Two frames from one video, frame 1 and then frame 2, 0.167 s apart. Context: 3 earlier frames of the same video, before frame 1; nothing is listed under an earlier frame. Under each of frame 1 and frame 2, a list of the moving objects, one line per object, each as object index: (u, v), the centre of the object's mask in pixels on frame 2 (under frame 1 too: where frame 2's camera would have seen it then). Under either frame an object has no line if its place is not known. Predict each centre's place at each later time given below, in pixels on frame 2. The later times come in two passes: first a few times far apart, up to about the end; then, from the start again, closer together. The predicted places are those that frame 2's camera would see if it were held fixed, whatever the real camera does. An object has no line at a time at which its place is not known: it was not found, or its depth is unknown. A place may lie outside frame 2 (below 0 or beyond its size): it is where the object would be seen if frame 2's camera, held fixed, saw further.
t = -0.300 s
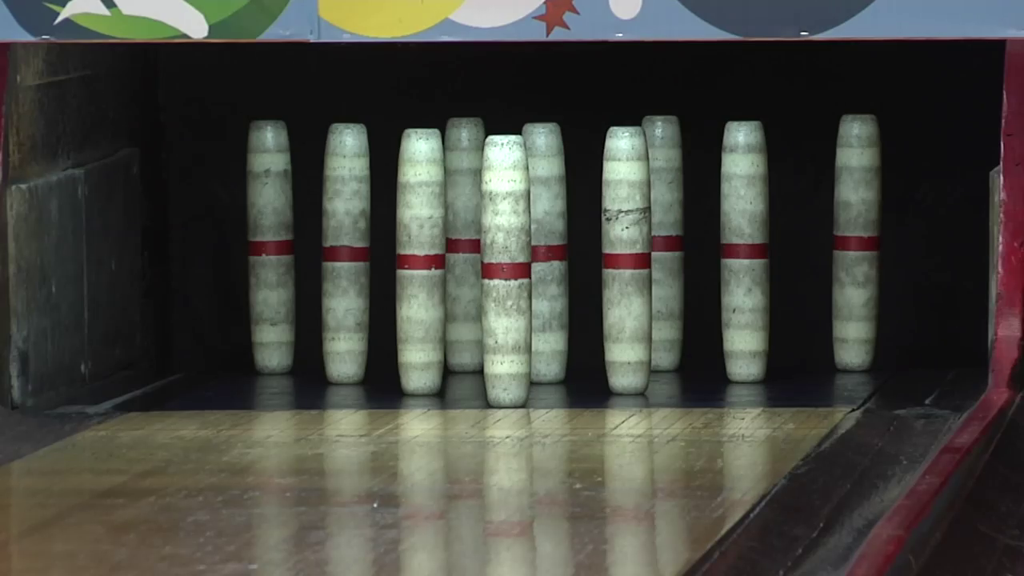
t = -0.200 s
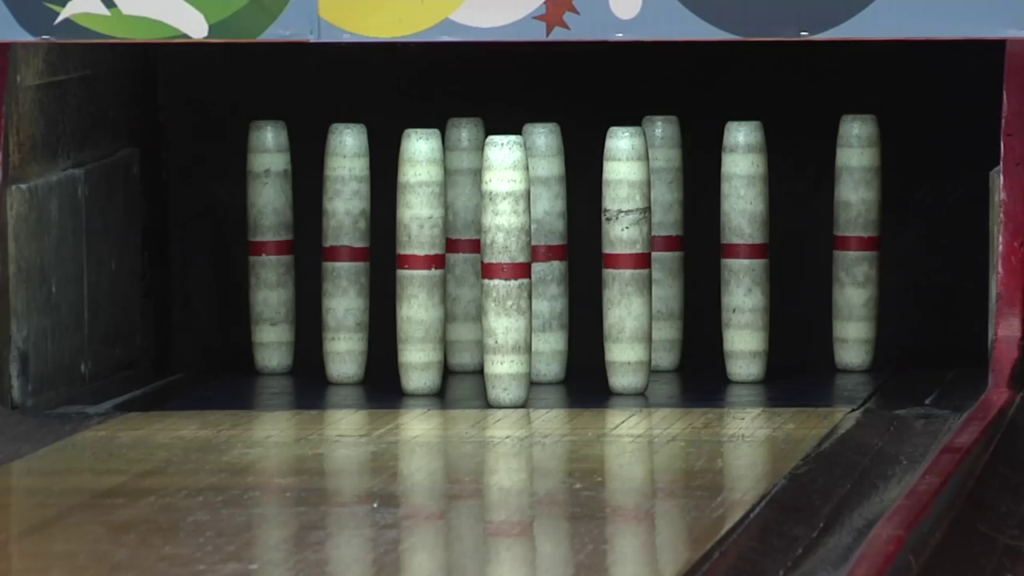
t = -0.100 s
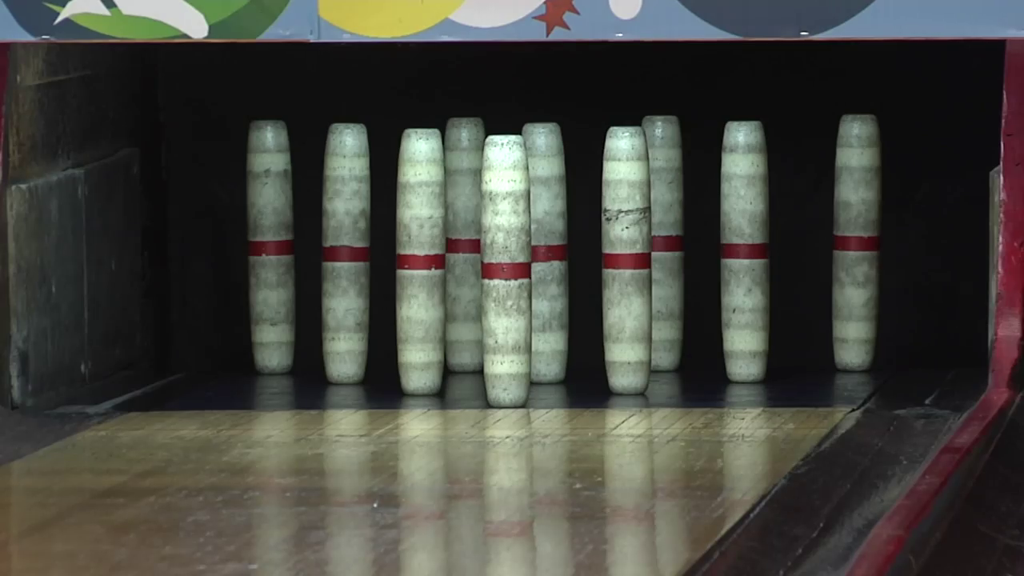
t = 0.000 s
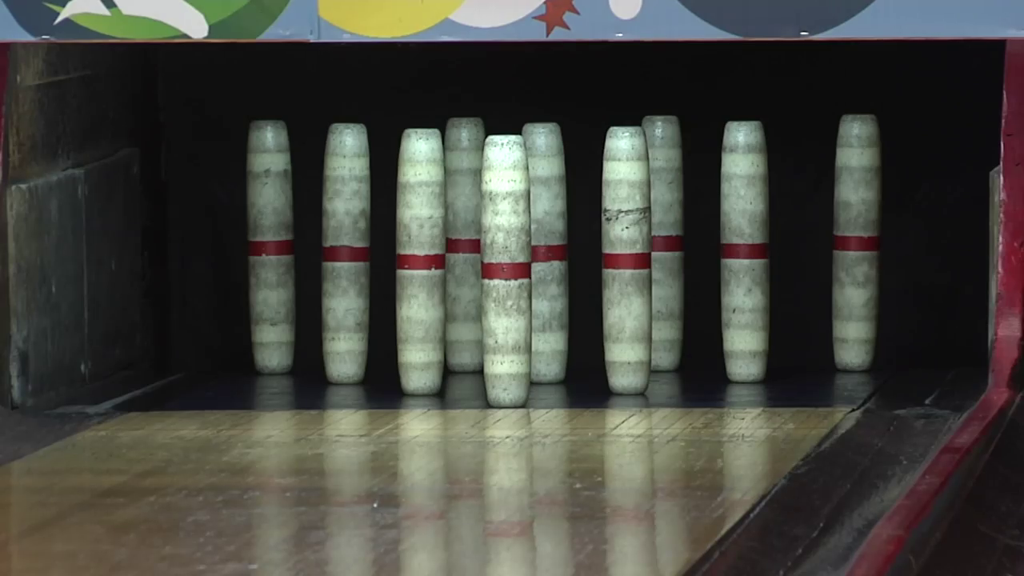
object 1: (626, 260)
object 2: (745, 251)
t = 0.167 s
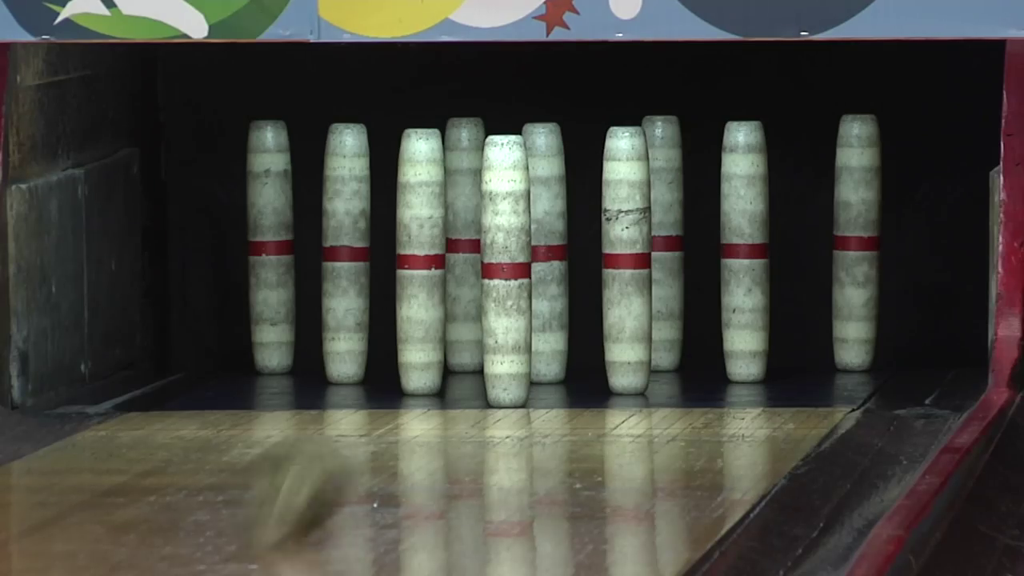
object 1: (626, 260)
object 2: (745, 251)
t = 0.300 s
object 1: (626, 260)
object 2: (745, 251)
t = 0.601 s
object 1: (626, 260)
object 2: (744, 251)
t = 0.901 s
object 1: (626, 260)
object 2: (744, 251)
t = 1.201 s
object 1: (626, 260)
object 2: (742, 252)
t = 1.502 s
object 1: (626, 259)
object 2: (727, 260)
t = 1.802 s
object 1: (626, 259)
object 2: (720, 302)
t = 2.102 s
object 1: (615, 261)
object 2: (741, 340)
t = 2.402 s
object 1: (603, 356)
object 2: (811, 354)
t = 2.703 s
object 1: (624, 367)
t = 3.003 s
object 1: (623, 349)
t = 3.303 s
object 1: (629, 366)
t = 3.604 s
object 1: (633, 364)
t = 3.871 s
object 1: (637, 368)
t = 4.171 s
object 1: (635, 368)
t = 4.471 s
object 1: (633, 368)
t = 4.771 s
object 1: (635, 369)
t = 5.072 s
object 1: (635, 369)
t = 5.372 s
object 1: (633, 369)
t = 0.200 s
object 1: (626, 260)
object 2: (745, 251)
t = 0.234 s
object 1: (626, 260)
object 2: (745, 251)
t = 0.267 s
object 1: (626, 260)
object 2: (745, 251)
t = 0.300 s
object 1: (626, 260)
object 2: (745, 251)
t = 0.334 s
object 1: (626, 260)
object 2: (745, 251)
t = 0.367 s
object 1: (626, 260)
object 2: (745, 251)
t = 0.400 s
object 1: (626, 260)
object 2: (745, 251)
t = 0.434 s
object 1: (626, 260)
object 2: (744, 252)
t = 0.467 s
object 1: (626, 260)
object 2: (744, 252)
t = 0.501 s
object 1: (627, 260)
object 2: (744, 251)
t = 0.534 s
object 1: (626, 260)
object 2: (745, 251)
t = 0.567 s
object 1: (626, 260)
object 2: (744, 251)
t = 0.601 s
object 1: (626, 260)
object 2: (744, 251)
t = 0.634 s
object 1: (626, 260)
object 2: (744, 251)
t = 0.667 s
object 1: (626, 260)
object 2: (744, 251)
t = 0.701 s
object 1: (626, 260)
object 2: (744, 251)
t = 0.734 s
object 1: (626, 260)
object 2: (744, 251)
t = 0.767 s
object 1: (626, 260)
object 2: (744, 251)
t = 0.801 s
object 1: (626, 260)
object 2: (744, 251)
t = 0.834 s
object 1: (626, 260)
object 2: (744, 251)
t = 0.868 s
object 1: (626, 260)
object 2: (744, 252)
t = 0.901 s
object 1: (626, 260)
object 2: (744, 251)
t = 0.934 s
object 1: (626, 260)
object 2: (744, 251)
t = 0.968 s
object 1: (626, 260)
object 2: (744, 251)
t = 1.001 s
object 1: (626, 260)
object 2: (744, 251)
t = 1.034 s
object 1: (626, 260)
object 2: (744, 251)
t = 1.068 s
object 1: (626, 260)
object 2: (744, 251)
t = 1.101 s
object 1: (626, 259)
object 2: (744, 251)
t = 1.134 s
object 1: (626, 260)
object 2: (744, 251)
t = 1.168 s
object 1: (626, 260)
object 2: (744, 252)
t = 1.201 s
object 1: (626, 260)
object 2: (742, 252)
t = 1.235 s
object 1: (626, 260)
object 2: (739, 252)
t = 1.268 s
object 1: (626, 260)
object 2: (737, 252)
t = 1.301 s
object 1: (626, 260)
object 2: (734, 252)
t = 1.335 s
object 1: (626, 260)
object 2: (731, 253)
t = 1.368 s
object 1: (626, 260)
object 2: (729, 253)
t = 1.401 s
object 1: (626, 260)
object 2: (727, 254)
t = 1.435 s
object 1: (626, 260)
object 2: (725, 256)
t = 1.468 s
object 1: (626, 260)
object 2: (725, 258)
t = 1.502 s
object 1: (626, 259)
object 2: (727, 260)
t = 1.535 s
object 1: (626, 259)
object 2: (733, 264)
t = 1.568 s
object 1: (626, 259)
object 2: (743, 272)
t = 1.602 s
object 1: (626, 259)
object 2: (751, 288)
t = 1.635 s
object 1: (626, 259)
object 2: (752, 302)
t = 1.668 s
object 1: (626, 259)
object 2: (744, 310)
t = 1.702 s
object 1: (626, 259)
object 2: (735, 309)
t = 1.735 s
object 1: (626, 259)
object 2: (728, 306)
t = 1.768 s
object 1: (626, 260)
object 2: (723, 303)
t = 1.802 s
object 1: (626, 259)
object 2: (720, 302)
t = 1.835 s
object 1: (626, 259)
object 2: (720, 303)
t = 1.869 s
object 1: (626, 259)
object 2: (722, 307)
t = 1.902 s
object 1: (626, 259)
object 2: (724, 314)
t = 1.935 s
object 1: (626, 259)
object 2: (727, 325)
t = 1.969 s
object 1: (626, 259)
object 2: (736, 333)
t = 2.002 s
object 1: (625, 260)
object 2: (738, 332)
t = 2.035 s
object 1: (621, 260)
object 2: (738, 333)
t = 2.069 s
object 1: (618, 260)
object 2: (740, 337)
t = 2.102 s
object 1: (615, 261)
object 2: (741, 340)
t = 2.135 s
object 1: (613, 261)
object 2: (746, 346)
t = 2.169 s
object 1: (611, 263)
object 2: (745, 355)
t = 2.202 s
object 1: (610, 266)
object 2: (770, 356)
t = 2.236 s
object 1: (611, 271)
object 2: (774, 350)
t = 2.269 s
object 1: (613, 280)
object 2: (780, 348)
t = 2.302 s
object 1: (616, 296)
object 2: (789, 350)
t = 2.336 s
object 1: (617, 319)
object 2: (801, 357)
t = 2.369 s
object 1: (615, 353)
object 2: (799, 360)
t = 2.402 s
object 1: (603, 356)
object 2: (811, 354)
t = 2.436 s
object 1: (604, 333)
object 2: (819, 352)
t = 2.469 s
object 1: (605, 321)
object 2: (825, 355)
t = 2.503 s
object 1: (609, 315)
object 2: (833, 362)
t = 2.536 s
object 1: (614, 313)
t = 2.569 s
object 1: (615, 314)
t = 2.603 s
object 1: (616, 319)
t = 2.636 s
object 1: (616, 330)
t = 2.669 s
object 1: (616, 347)
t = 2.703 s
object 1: (624, 367)
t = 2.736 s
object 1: (629, 352)
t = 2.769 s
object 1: (626, 343)
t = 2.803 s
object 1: (623, 339)
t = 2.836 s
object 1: (622, 340)
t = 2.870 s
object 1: (623, 344)
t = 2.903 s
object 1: (627, 353)
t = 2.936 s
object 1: (624, 365)
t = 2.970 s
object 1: (618, 356)
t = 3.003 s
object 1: (623, 349)
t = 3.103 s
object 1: (624, 357)
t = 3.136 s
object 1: (632, 365)
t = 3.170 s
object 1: (633, 358)
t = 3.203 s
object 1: (630, 355)
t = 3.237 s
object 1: (629, 355)
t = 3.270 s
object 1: (631, 360)
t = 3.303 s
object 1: (629, 366)
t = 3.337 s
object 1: (628, 361)
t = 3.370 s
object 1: (631, 358)
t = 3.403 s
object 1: (631, 360)
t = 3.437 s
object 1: (630, 366)
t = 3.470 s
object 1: (635, 364)
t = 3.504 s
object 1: (633, 361)
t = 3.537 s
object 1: (634, 363)
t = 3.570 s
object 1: (633, 367)
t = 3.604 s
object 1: (633, 364)
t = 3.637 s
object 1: (634, 364)
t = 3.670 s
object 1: (634, 367)
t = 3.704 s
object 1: (636, 366)
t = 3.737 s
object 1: (636, 365)
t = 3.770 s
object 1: (636, 368)
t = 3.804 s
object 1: (635, 366)
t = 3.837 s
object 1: (636, 367)
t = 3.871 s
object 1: (637, 368)
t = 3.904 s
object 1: (637, 367)
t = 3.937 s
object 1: (636, 368)
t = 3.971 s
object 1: (636, 368)
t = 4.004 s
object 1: (636, 368)
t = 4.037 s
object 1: (636, 369)
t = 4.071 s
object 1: (636, 368)
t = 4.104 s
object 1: (636, 369)
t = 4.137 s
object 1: (635, 369)
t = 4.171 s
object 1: (635, 368)
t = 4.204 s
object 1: (635, 369)
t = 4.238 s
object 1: (634, 369)
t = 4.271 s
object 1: (634, 369)
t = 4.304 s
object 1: (634, 369)
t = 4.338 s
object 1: (633, 368)
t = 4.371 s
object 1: (633, 368)
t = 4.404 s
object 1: (633, 368)
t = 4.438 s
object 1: (633, 368)
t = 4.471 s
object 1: (633, 368)
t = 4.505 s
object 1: (633, 368)
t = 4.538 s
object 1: (633, 368)
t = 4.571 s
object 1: (634, 369)
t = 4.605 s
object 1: (634, 368)
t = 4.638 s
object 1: (634, 369)
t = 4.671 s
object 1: (634, 369)
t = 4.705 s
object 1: (635, 369)
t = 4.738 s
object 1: (635, 369)
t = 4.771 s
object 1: (635, 369)
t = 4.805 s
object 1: (636, 369)
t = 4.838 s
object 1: (636, 369)
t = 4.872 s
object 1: (636, 369)
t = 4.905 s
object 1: (636, 369)
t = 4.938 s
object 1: (636, 369)
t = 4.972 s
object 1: (636, 369)
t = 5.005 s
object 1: (636, 369)
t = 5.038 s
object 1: (635, 369)
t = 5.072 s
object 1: (635, 369)
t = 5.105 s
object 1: (635, 369)
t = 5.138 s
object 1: (635, 369)
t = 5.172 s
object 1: (634, 369)
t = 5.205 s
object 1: (634, 369)
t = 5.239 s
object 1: (634, 369)
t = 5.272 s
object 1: (634, 369)
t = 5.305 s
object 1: (633, 369)
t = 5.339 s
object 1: (633, 369)
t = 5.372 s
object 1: (633, 369)
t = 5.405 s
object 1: (633, 369)
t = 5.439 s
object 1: (633, 369)
